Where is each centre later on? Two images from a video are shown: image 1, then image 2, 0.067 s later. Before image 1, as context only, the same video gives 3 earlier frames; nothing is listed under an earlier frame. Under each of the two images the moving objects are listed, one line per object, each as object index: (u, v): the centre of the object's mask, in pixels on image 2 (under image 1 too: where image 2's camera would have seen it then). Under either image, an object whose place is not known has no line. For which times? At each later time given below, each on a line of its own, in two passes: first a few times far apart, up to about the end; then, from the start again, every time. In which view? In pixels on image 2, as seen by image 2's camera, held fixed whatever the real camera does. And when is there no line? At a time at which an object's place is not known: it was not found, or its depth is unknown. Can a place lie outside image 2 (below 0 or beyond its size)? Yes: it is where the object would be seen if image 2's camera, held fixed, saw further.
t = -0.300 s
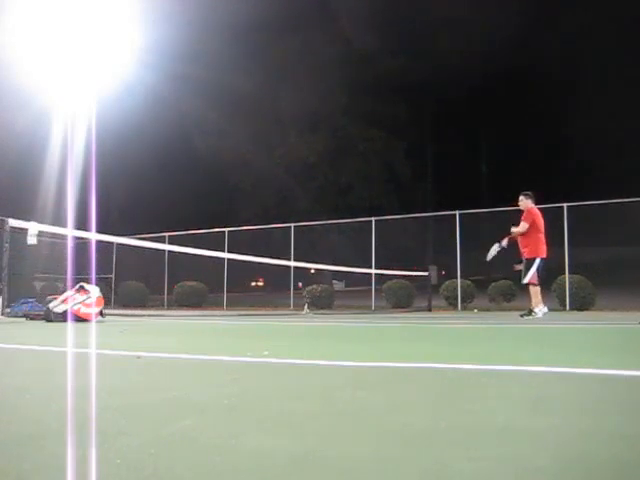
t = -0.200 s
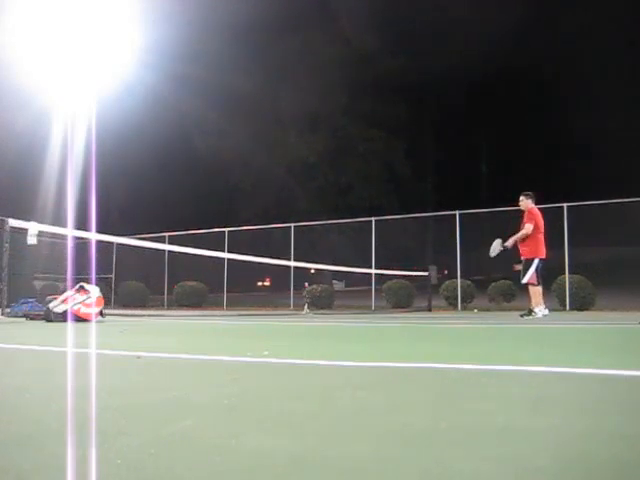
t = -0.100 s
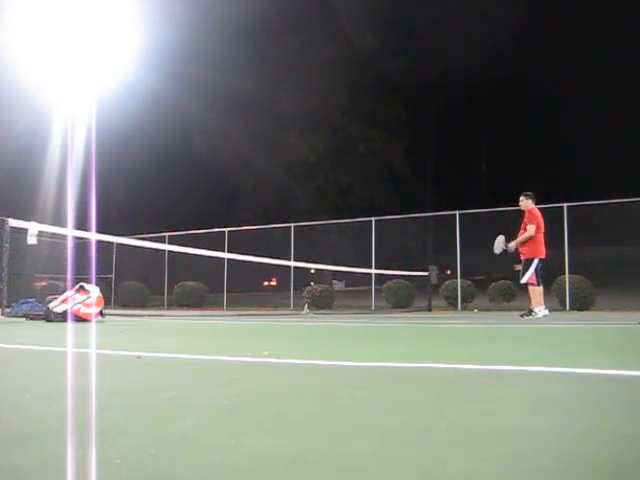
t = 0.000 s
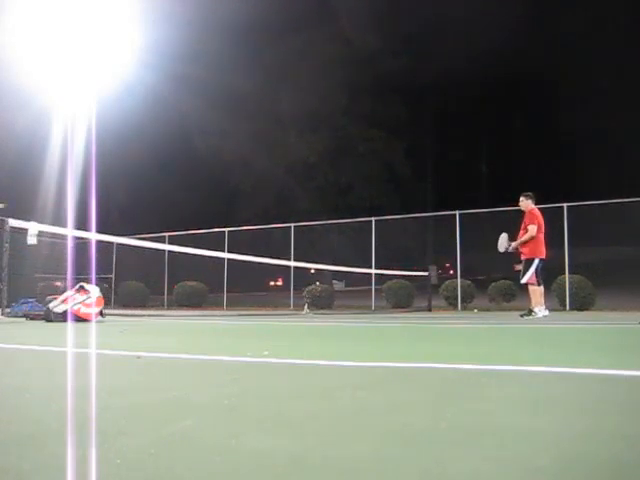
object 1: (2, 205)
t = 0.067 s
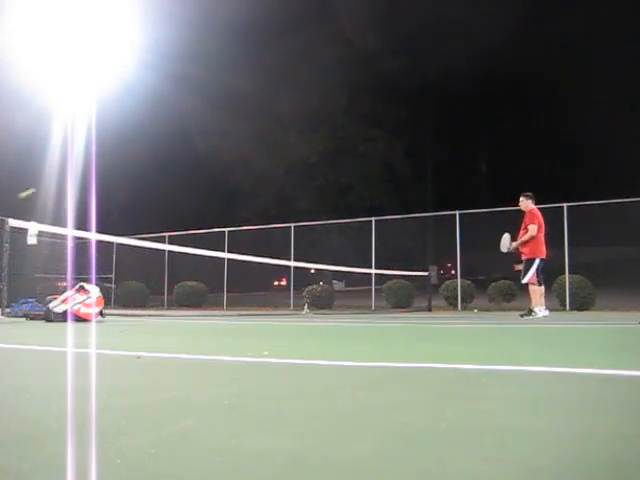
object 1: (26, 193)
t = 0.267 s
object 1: (118, 164)
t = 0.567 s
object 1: (254, 172)
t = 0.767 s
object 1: (345, 212)
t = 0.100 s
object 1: (39, 187)
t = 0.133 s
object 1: (58, 180)
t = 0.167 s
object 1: (71, 175)
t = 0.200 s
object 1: (88, 170)
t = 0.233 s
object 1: (103, 166)
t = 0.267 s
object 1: (118, 164)
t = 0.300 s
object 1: (133, 162)
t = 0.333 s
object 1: (148, 160)
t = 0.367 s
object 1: (163, 160)
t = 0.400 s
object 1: (178, 160)
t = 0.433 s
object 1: (194, 161)
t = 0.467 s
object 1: (208, 162)
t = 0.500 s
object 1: (224, 164)
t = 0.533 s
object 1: (239, 168)
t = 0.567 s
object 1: (254, 172)
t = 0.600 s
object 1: (269, 176)
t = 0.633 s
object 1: (284, 182)
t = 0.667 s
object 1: (300, 188)
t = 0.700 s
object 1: (314, 195)
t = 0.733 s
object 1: (330, 203)
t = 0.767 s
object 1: (345, 212)
